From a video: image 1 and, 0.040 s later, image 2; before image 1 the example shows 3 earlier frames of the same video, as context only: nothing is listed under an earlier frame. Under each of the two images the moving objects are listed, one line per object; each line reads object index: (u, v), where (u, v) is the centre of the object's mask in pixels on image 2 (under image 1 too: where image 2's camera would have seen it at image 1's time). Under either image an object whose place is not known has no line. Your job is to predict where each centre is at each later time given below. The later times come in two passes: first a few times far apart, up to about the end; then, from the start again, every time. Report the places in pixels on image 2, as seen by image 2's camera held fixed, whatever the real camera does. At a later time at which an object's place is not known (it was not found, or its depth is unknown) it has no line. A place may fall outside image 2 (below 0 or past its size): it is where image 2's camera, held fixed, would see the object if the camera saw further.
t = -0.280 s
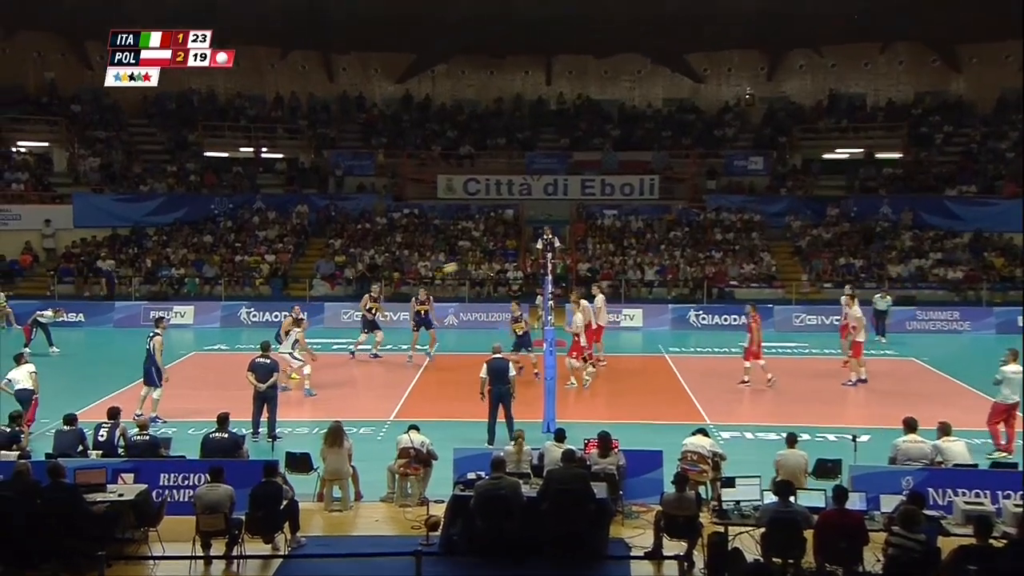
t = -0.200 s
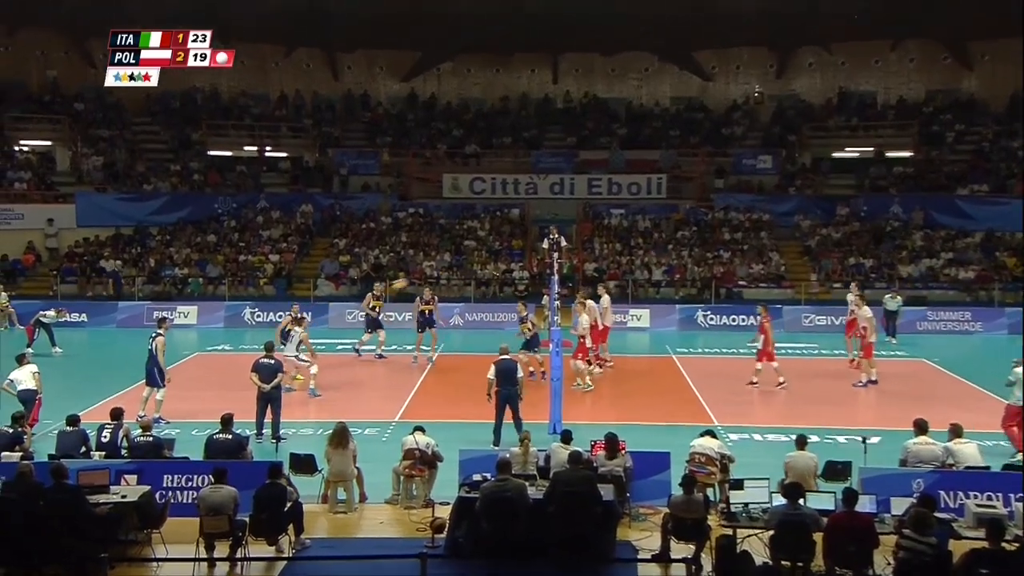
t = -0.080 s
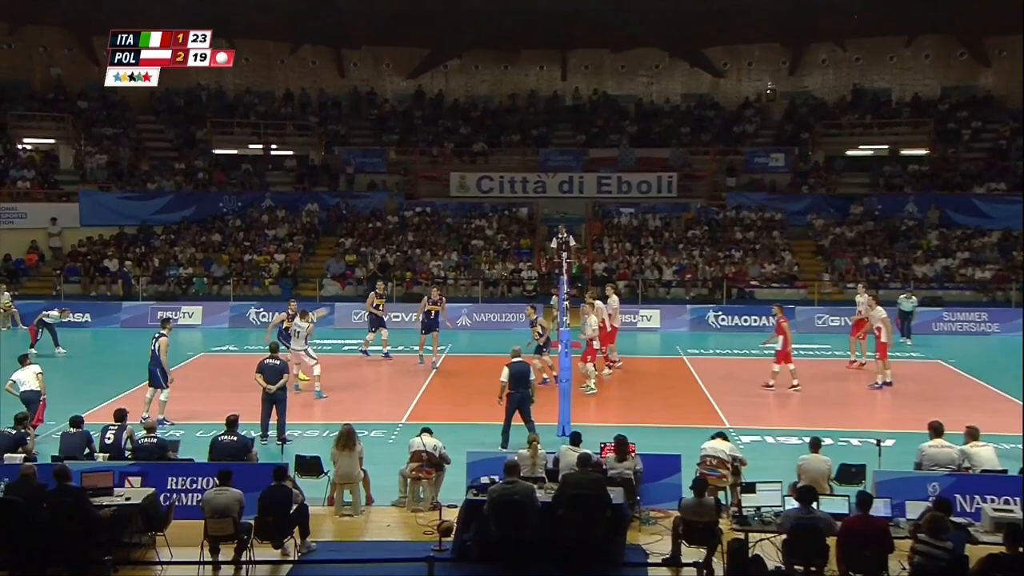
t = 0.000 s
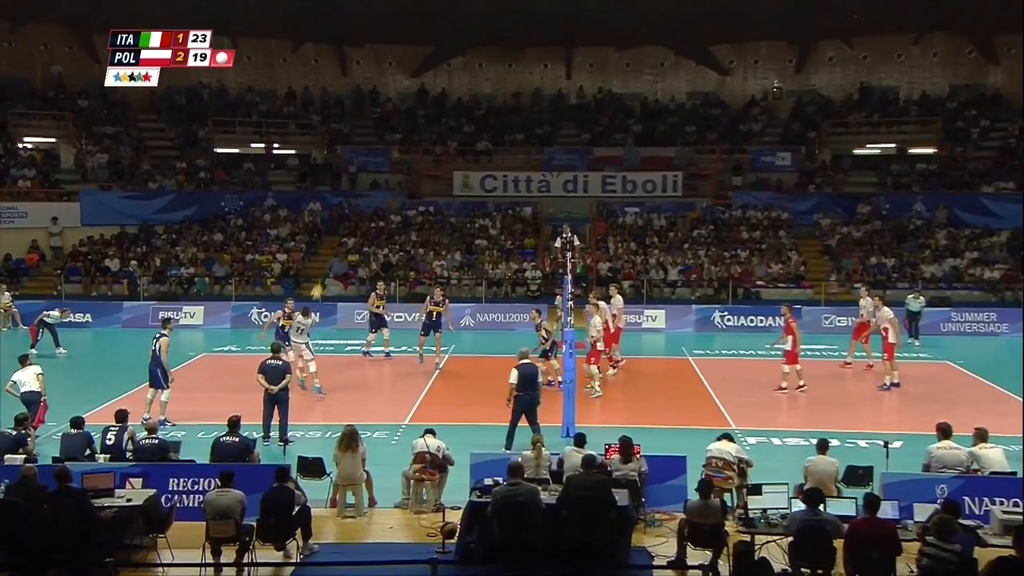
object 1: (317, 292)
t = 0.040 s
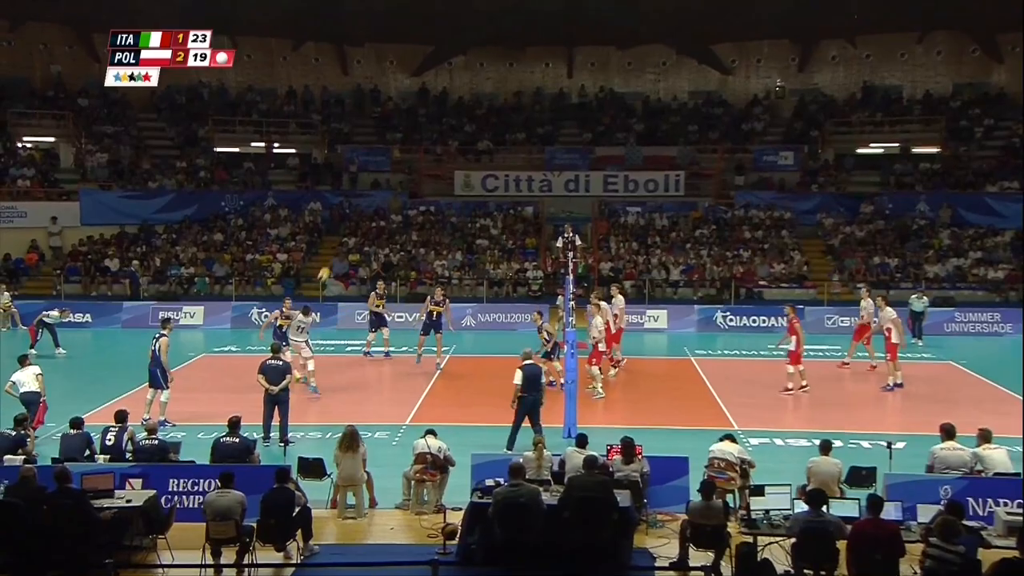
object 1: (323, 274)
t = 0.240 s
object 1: (355, 197)
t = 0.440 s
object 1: (387, 141)
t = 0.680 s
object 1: (425, 101)
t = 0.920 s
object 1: (461, 91)
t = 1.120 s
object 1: (493, 107)
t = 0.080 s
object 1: (330, 257)
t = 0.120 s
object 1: (337, 240)
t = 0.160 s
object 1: (342, 226)
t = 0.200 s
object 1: (349, 211)
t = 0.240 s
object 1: (355, 197)
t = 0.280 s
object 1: (361, 184)
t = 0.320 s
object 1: (368, 172)
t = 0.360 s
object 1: (374, 161)
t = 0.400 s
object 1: (381, 150)
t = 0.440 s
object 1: (387, 141)
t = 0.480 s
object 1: (393, 132)
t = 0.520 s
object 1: (399, 125)
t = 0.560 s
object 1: (405, 117)
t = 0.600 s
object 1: (412, 111)
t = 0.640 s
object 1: (418, 106)
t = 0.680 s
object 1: (425, 101)
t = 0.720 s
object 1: (431, 97)
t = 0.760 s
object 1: (437, 94)
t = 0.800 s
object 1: (443, 92)
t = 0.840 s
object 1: (449, 90)
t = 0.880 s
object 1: (455, 90)
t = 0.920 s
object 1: (461, 91)
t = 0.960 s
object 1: (467, 93)
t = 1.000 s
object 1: (474, 95)
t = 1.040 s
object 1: (480, 98)
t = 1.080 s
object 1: (486, 102)
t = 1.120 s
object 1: (493, 107)
